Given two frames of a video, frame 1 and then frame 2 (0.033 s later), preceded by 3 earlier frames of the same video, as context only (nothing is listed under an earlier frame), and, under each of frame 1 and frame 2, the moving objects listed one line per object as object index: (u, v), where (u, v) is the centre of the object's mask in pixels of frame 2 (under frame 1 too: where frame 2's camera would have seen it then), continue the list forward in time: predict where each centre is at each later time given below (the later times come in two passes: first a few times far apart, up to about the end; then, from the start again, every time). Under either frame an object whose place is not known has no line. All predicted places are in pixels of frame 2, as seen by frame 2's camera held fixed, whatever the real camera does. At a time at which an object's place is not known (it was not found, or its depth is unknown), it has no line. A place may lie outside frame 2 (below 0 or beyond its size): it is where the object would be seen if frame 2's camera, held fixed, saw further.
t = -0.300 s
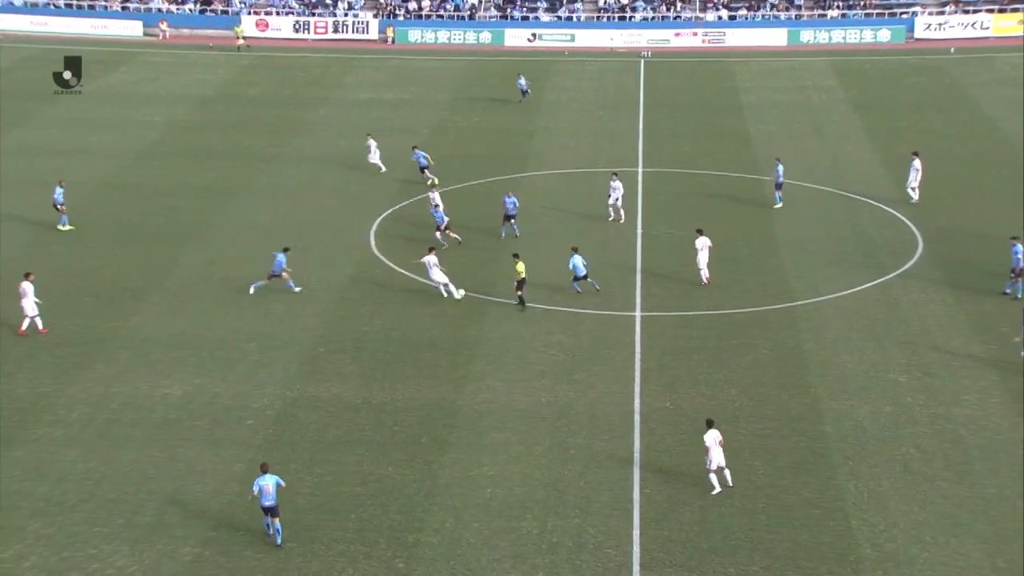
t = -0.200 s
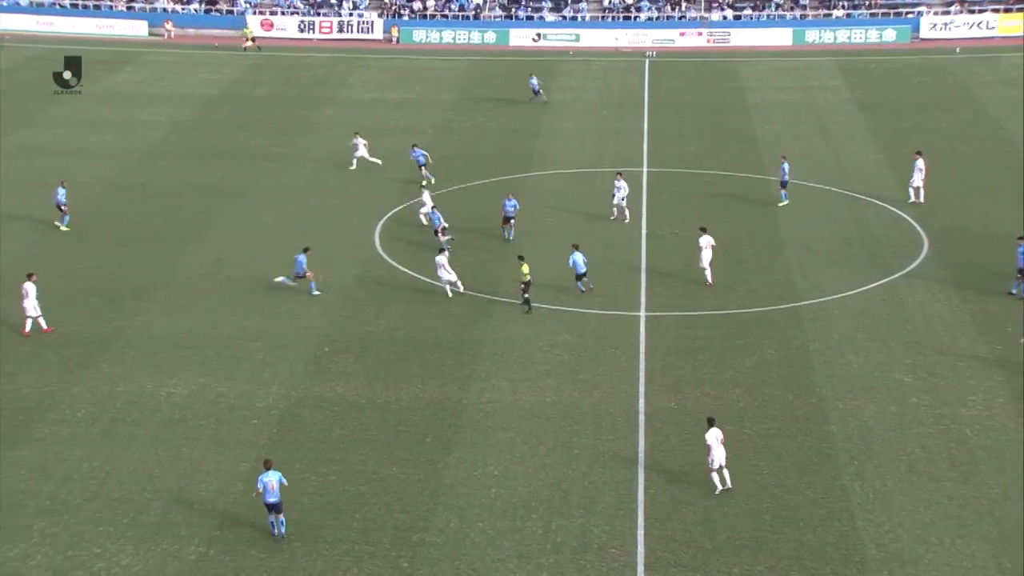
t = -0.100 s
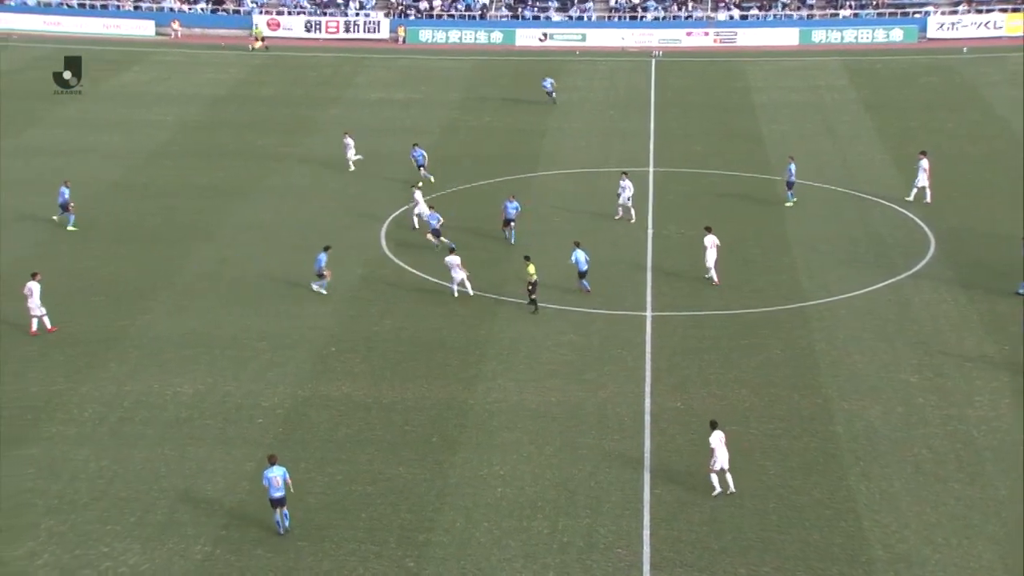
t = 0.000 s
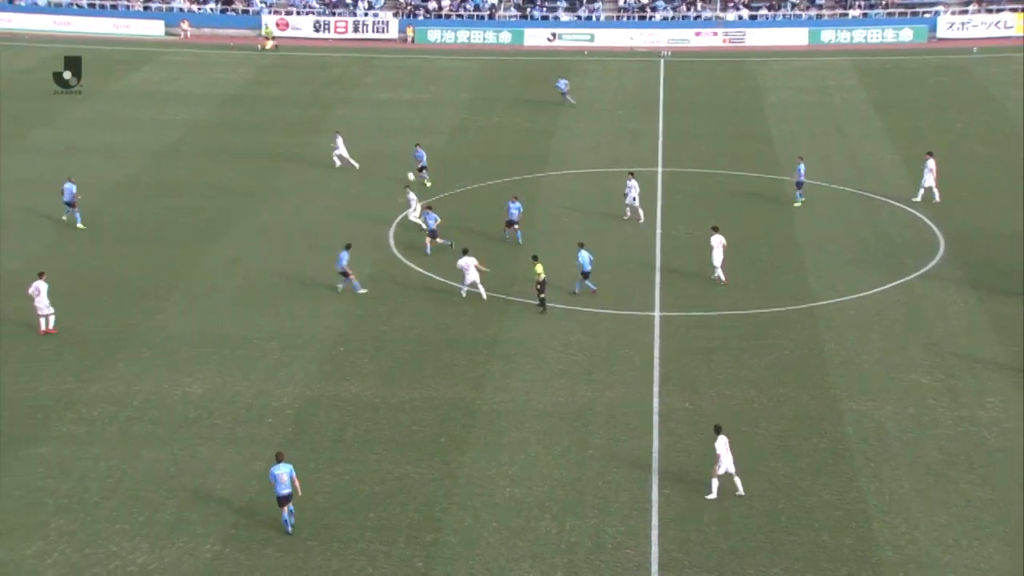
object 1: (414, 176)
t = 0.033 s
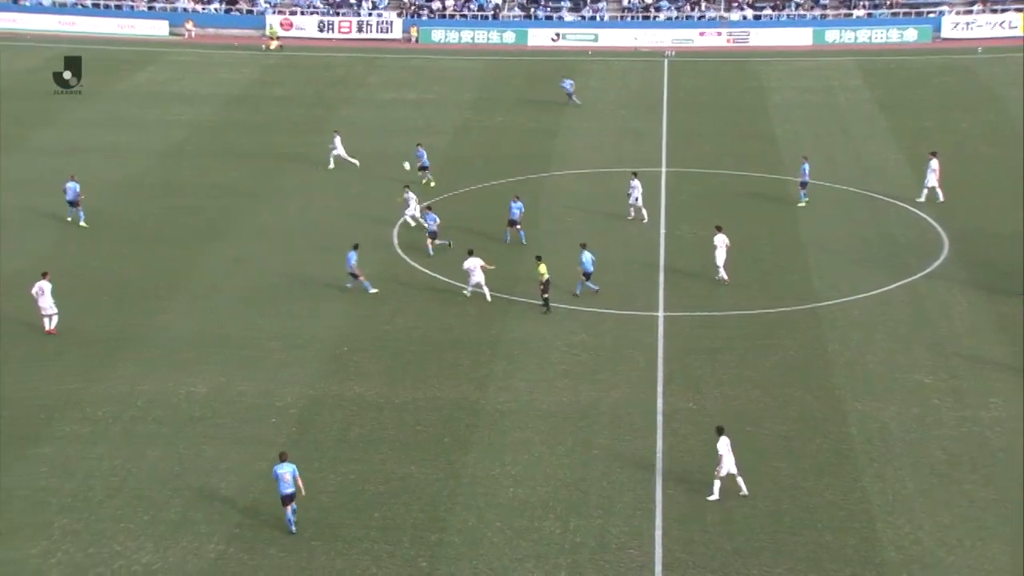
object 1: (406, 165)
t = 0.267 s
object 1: (349, 106)
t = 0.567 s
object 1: (275, 61)
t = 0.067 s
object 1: (398, 156)
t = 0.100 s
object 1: (390, 146)
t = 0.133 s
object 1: (382, 137)
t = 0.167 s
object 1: (374, 128)
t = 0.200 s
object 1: (366, 120)
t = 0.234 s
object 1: (357, 112)
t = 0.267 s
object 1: (349, 106)
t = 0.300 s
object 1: (340, 98)
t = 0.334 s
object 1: (333, 93)
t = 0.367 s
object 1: (324, 87)
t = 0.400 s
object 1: (316, 82)
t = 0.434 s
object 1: (308, 77)
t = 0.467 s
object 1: (300, 73)
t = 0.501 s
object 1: (292, 69)
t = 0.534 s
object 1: (284, 65)
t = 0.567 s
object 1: (275, 61)
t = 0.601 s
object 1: (267, 59)
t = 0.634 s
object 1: (259, 56)
